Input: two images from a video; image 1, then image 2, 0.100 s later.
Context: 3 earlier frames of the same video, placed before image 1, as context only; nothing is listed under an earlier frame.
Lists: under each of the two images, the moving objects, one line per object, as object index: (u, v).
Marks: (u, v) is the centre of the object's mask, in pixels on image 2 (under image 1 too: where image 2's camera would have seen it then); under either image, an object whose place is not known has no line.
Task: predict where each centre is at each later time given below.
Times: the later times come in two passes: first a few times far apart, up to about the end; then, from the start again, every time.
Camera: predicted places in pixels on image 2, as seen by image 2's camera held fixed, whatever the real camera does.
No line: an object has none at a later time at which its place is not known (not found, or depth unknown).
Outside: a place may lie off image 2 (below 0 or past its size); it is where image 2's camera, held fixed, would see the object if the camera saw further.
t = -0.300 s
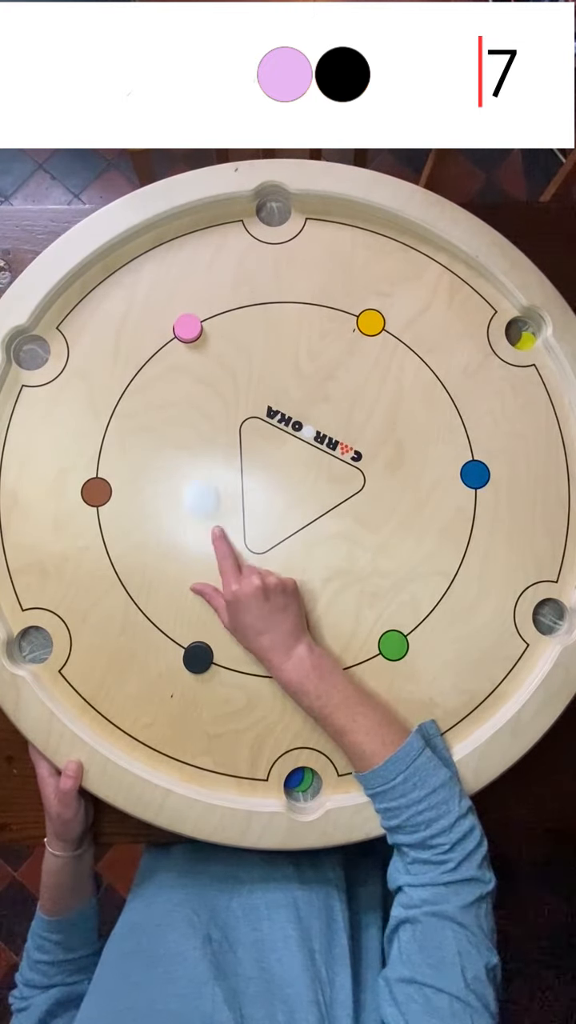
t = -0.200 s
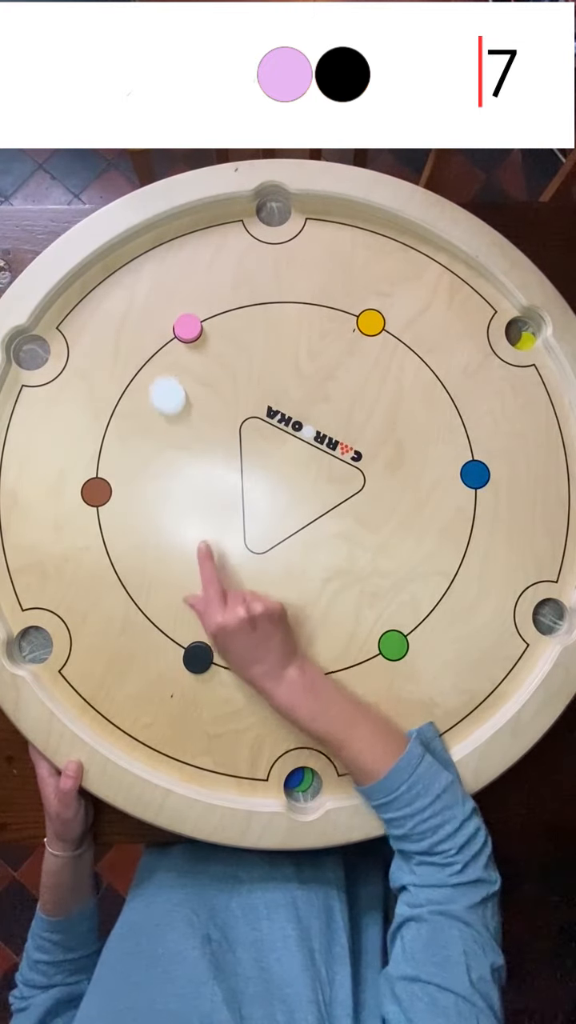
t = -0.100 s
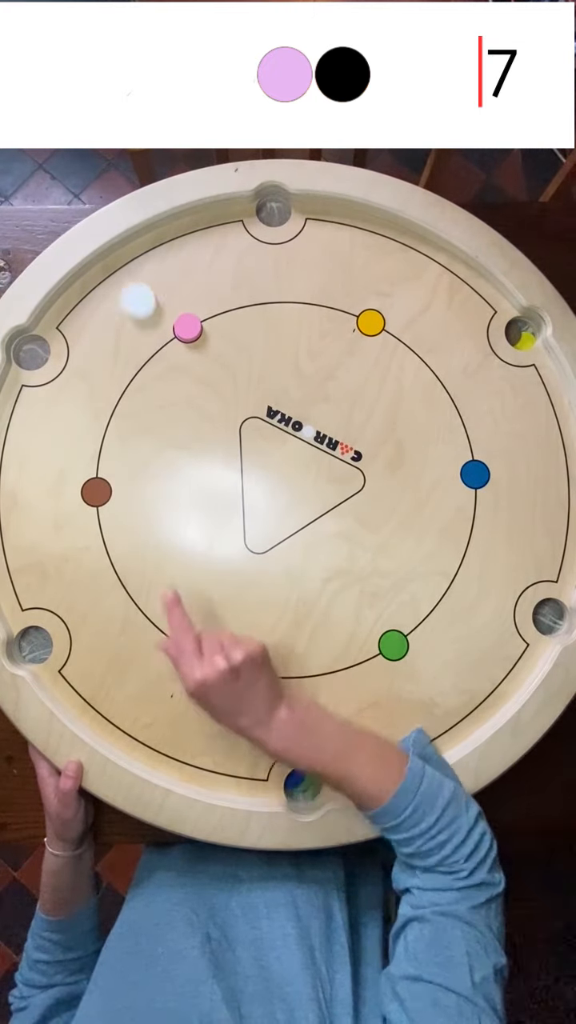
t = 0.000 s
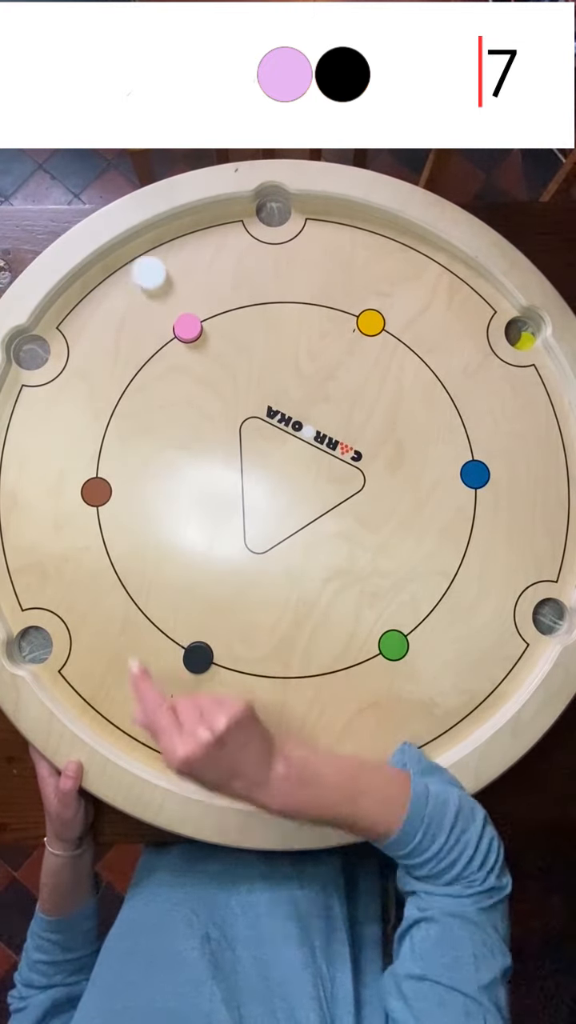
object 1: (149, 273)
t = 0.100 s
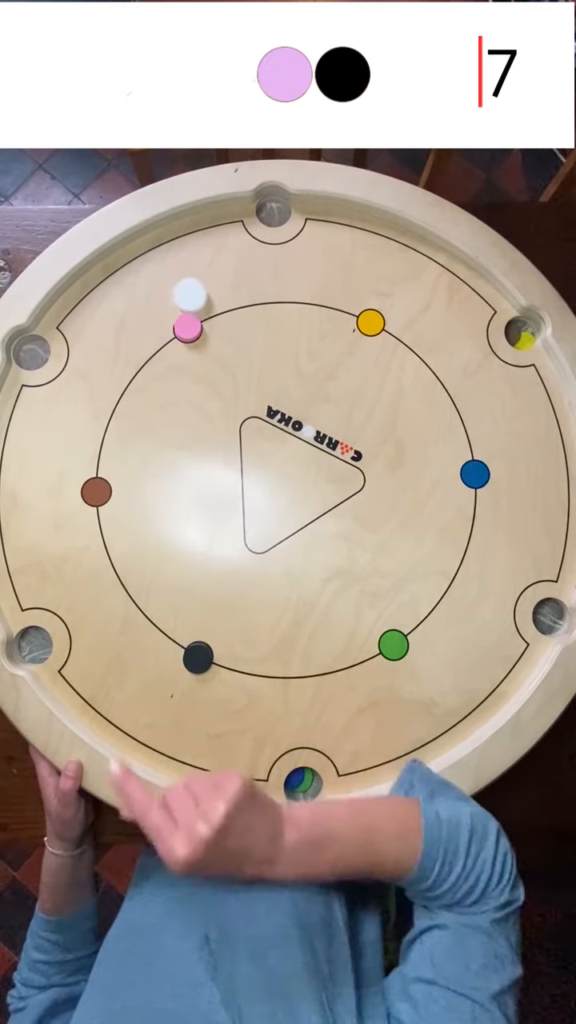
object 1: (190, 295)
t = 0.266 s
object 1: (251, 322)
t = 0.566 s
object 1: (327, 350)
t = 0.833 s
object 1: (354, 357)
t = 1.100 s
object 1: (355, 358)
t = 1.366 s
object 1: (356, 358)
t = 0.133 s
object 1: (202, 301)
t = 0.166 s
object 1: (215, 307)
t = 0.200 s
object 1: (228, 312)
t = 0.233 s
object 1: (240, 317)
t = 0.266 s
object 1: (251, 322)
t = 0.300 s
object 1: (261, 326)
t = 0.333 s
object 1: (272, 330)
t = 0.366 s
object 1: (281, 334)
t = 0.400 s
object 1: (290, 337)
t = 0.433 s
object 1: (298, 340)
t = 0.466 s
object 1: (306, 343)
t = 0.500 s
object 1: (314, 346)
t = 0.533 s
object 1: (320, 348)
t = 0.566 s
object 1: (327, 350)
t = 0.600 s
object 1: (333, 352)
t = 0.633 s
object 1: (338, 353)
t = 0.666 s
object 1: (342, 354)
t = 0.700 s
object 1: (346, 355)
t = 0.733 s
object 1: (349, 356)
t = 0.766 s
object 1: (351, 356)
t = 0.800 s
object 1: (353, 357)
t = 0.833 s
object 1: (354, 357)
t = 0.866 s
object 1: (355, 358)
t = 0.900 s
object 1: (355, 358)
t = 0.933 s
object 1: (355, 358)
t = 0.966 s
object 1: (355, 358)
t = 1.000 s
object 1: (355, 358)
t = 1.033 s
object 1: (355, 358)
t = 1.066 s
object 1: (355, 358)
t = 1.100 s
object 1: (355, 358)
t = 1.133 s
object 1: (355, 358)
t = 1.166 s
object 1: (355, 358)
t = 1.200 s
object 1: (355, 358)
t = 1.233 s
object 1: (355, 358)
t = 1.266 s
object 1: (355, 358)
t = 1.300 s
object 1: (356, 358)
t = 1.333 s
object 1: (356, 358)
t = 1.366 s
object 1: (356, 358)
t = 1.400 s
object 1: (357, 359)
